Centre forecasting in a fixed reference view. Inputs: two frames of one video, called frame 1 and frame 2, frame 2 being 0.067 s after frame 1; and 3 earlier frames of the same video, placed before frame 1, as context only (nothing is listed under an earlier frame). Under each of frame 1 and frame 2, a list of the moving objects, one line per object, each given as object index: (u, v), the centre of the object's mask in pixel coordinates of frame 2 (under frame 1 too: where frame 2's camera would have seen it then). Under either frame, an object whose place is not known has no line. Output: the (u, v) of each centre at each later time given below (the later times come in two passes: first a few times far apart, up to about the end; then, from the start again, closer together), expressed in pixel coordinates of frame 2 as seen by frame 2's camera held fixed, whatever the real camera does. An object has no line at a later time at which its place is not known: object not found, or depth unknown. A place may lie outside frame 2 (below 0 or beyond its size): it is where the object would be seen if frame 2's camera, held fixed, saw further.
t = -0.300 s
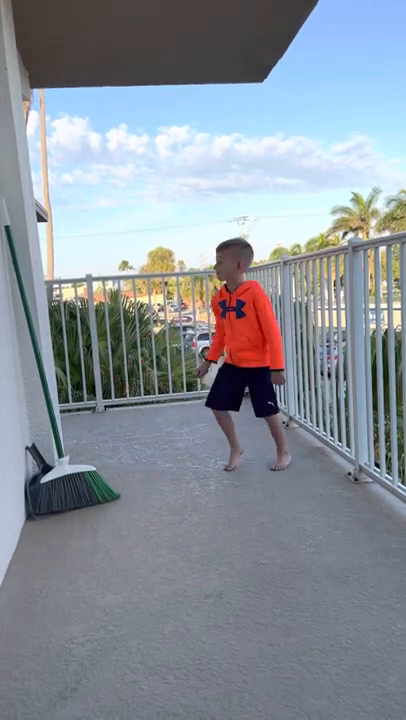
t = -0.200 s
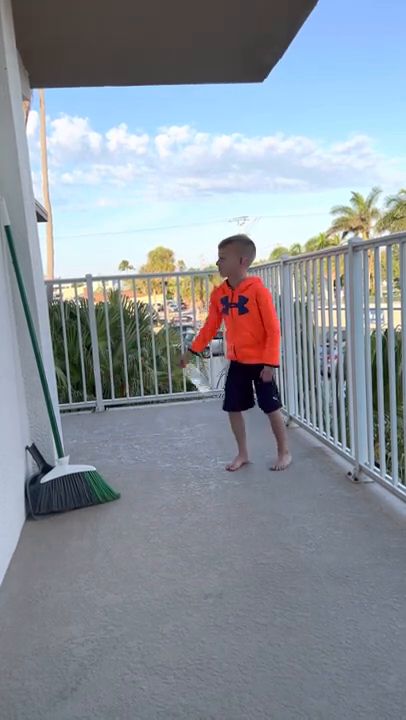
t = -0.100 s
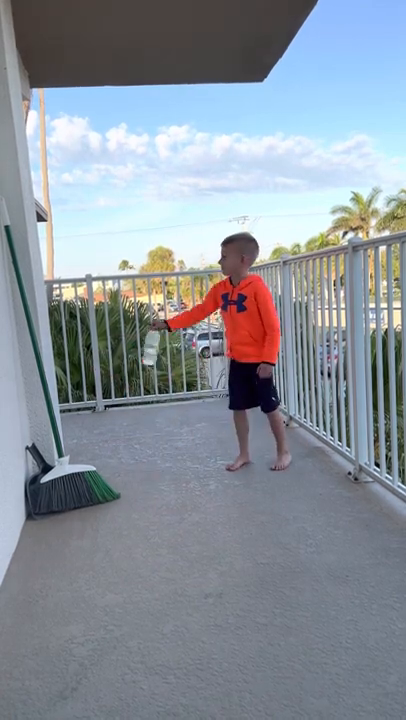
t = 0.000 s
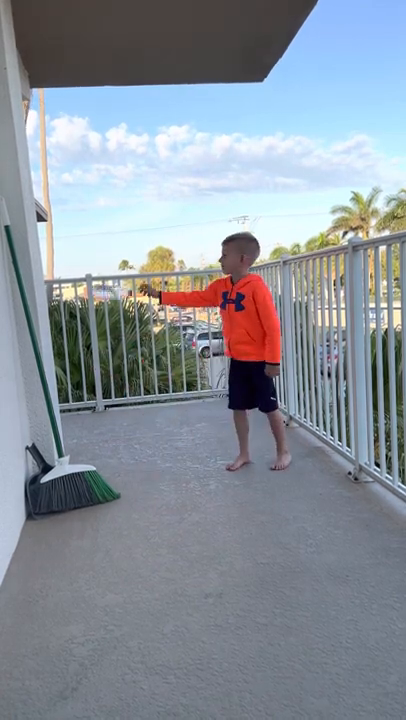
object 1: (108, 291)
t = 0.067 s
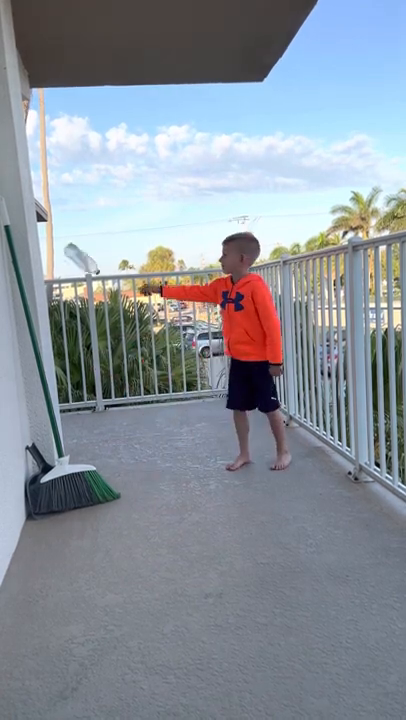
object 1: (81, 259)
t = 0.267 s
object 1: (48, 213)
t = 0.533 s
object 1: (85, 285)
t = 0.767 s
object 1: (127, 453)
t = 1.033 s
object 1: (131, 433)
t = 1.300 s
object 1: (138, 467)
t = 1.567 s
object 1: (138, 468)
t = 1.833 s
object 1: (138, 468)
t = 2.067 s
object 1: (138, 469)
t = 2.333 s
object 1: (138, 469)
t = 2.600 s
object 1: (138, 469)
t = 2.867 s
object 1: (138, 469)
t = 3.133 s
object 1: (138, 469)
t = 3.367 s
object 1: (138, 469)
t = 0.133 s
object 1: (51, 232)
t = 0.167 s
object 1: (39, 221)
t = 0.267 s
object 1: (48, 213)
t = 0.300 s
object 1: (52, 215)
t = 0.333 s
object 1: (55, 217)
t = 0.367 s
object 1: (59, 222)
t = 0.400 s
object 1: (64, 231)
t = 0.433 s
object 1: (69, 241)
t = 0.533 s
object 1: (85, 285)
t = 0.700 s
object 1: (117, 396)
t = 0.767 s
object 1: (127, 453)
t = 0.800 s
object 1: (130, 461)
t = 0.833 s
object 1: (129, 452)
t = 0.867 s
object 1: (129, 445)
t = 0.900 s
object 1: (129, 438)
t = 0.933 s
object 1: (129, 434)
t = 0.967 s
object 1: (130, 432)
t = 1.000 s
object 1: (130, 432)
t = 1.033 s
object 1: (131, 433)
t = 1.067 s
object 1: (132, 437)
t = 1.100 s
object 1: (133, 443)
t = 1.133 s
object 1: (135, 452)
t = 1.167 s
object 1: (136, 461)
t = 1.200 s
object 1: (136, 467)
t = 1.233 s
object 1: (136, 466)
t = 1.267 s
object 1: (137, 466)
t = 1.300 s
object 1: (138, 467)
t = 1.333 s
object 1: (138, 467)
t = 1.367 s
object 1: (138, 467)
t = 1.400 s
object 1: (138, 467)
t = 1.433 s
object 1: (138, 467)
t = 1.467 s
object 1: (138, 467)
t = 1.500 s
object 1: (138, 468)
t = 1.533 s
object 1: (138, 468)
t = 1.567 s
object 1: (138, 468)
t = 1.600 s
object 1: (138, 468)
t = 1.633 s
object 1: (138, 468)
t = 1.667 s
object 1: (138, 468)
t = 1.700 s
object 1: (138, 468)
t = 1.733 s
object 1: (138, 468)
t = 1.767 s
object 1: (138, 468)
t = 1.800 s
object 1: (138, 468)
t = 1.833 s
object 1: (138, 468)
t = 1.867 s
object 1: (138, 468)
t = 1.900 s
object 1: (138, 469)
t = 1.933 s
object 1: (138, 469)
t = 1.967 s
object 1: (138, 469)
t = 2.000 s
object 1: (138, 469)
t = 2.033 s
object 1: (139, 469)
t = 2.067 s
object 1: (138, 469)
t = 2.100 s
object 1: (138, 469)
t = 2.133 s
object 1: (138, 469)
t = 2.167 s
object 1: (138, 469)
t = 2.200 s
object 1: (138, 469)
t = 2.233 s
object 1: (138, 469)
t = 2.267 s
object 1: (138, 469)
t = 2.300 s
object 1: (138, 469)
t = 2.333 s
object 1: (138, 469)
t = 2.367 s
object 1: (138, 469)
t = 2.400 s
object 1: (138, 469)
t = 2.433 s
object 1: (138, 469)
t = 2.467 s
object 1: (138, 469)
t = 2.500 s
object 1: (138, 469)
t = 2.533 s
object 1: (138, 469)
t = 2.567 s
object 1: (138, 469)
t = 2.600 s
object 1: (138, 469)
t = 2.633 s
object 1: (138, 469)
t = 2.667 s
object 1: (138, 469)
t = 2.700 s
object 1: (138, 469)
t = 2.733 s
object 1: (138, 469)
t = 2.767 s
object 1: (138, 469)
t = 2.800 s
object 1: (138, 469)
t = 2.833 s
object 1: (138, 469)
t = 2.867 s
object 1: (138, 469)
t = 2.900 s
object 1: (138, 468)
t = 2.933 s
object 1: (138, 469)
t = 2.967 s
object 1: (138, 469)
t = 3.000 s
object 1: (138, 469)
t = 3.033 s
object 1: (138, 469)
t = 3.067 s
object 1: (138, 469)
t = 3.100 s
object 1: (138, 469)
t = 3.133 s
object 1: (138, 469)
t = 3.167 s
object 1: (138, 469)
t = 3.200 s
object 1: (138, 469)
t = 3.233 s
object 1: (138, 469)
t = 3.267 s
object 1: (138, 468)
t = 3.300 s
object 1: (138, 469)
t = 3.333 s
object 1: (138, 469)
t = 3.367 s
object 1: (138, 469)
